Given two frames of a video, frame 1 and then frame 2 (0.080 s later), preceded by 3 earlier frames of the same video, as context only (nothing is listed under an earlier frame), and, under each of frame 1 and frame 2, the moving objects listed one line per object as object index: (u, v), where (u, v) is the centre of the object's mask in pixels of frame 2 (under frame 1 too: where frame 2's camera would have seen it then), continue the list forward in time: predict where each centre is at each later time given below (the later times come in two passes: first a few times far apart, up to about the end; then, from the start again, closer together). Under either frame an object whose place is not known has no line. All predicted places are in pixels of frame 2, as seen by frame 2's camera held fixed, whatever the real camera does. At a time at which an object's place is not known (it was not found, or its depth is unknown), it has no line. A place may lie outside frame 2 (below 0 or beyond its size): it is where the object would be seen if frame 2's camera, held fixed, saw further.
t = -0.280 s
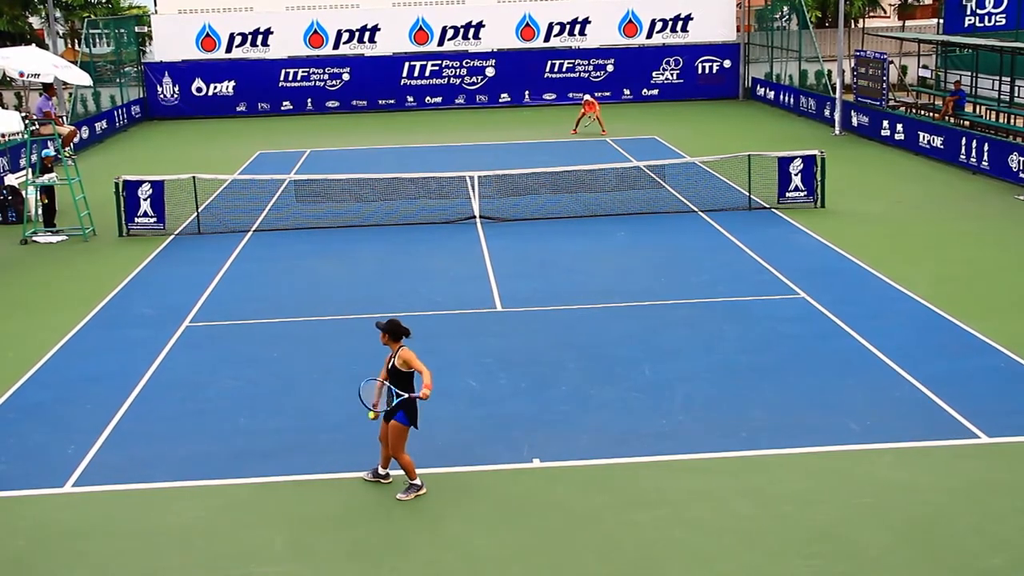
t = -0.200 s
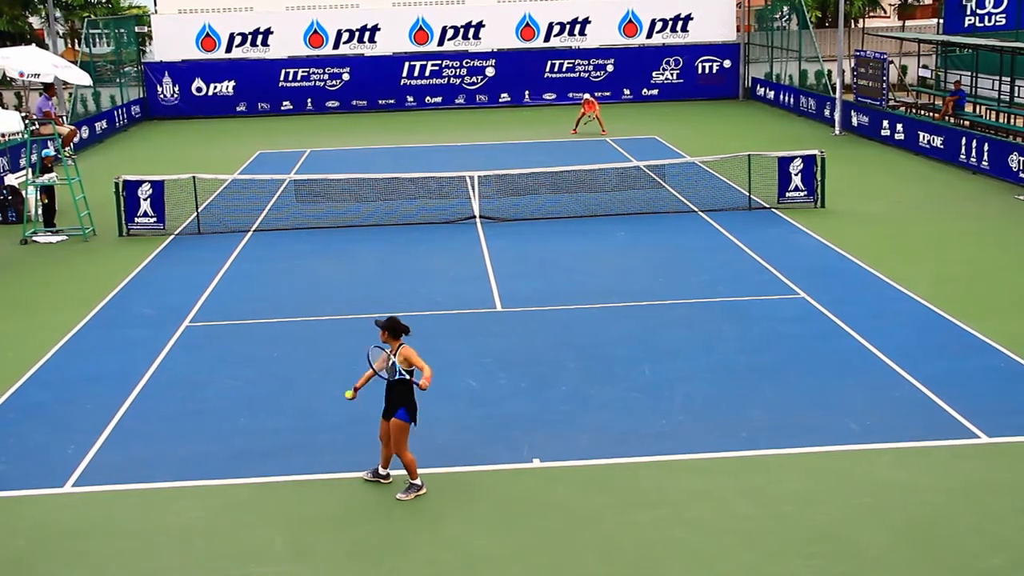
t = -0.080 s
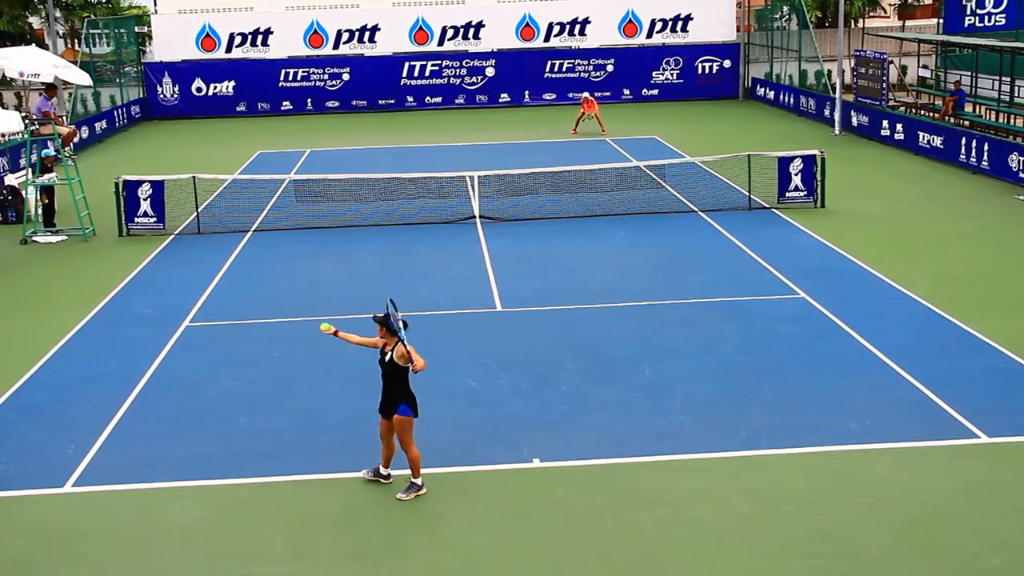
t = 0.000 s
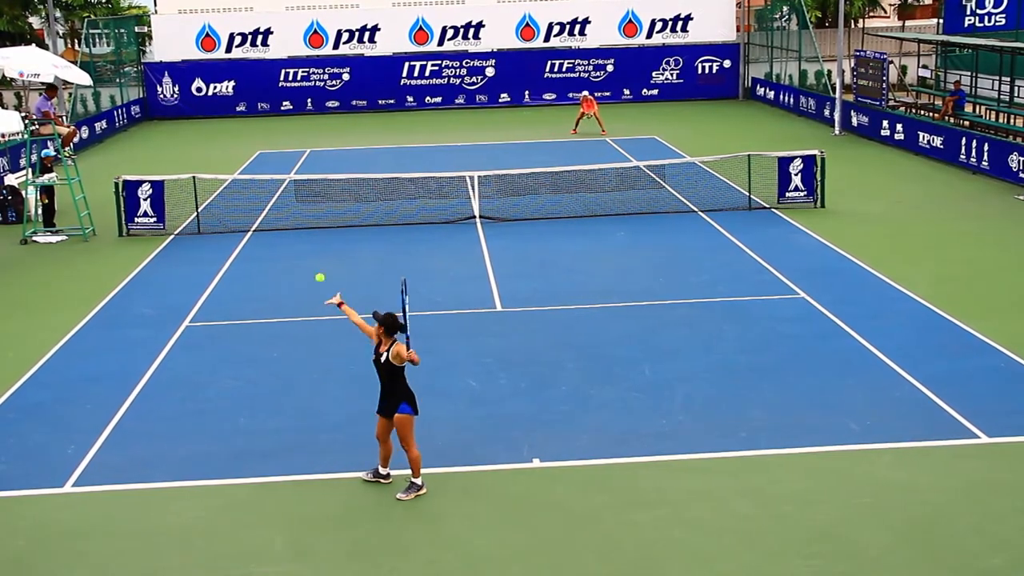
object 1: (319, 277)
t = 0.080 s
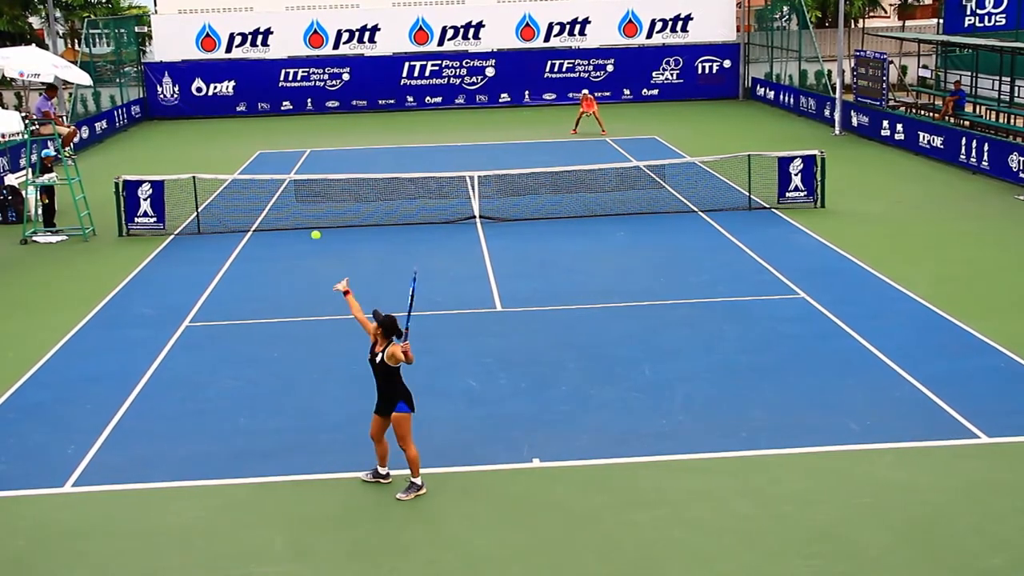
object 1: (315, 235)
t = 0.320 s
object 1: (307, 149)
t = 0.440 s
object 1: (304, 132)
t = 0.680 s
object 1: (304, 147)
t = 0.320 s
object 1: (307, 149)
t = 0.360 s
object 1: (306, 142)
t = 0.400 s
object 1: (305, 136)
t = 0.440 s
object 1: (304, 132)
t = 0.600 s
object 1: (303, 135)
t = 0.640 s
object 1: (303, 140)
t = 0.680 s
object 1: (304, 147)
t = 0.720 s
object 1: (304, 156)
